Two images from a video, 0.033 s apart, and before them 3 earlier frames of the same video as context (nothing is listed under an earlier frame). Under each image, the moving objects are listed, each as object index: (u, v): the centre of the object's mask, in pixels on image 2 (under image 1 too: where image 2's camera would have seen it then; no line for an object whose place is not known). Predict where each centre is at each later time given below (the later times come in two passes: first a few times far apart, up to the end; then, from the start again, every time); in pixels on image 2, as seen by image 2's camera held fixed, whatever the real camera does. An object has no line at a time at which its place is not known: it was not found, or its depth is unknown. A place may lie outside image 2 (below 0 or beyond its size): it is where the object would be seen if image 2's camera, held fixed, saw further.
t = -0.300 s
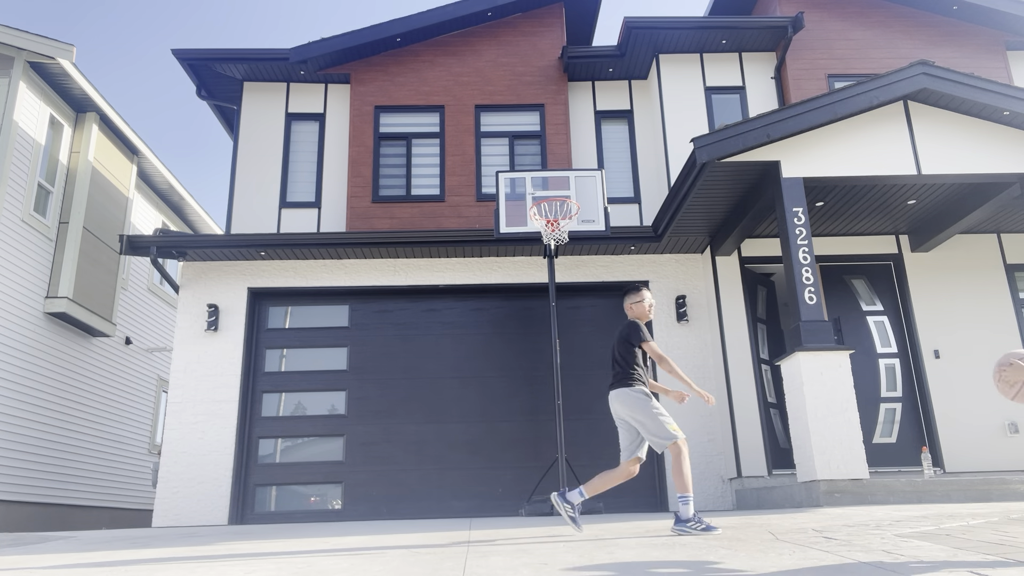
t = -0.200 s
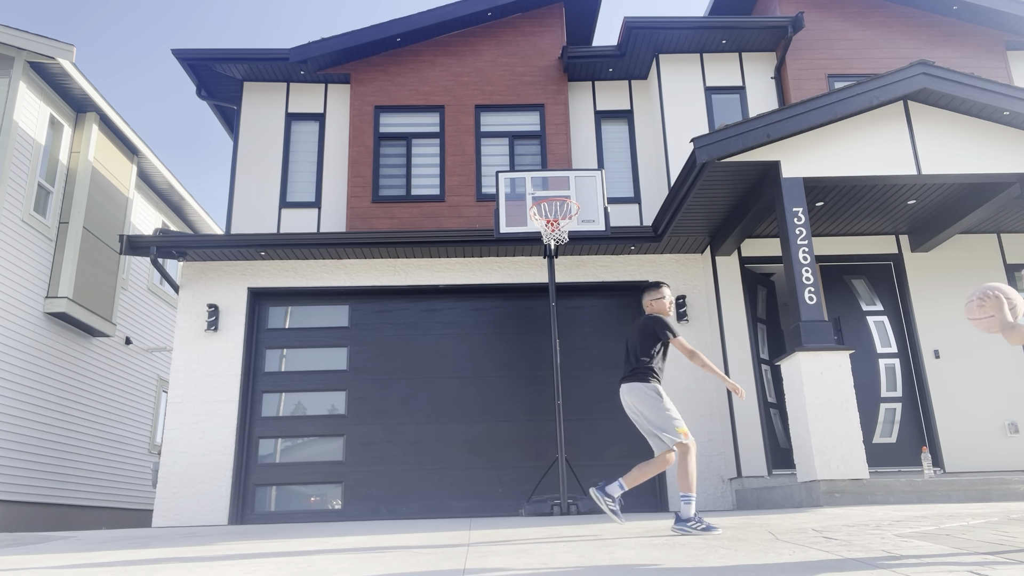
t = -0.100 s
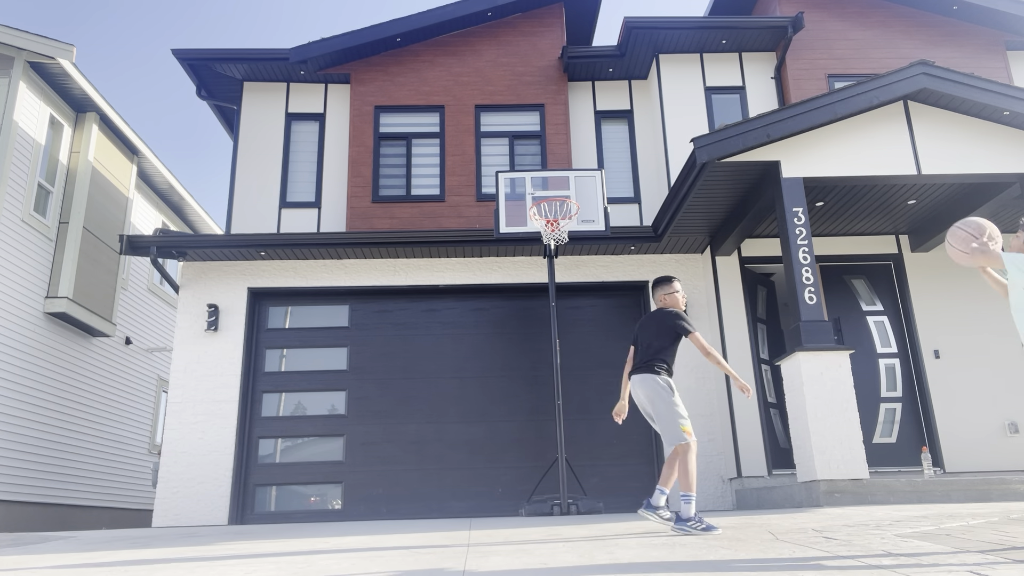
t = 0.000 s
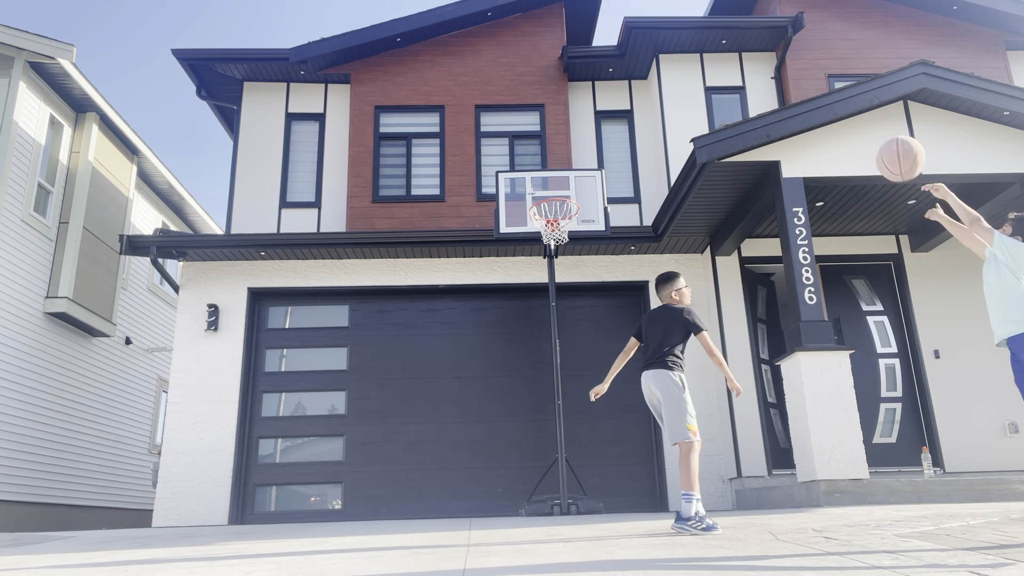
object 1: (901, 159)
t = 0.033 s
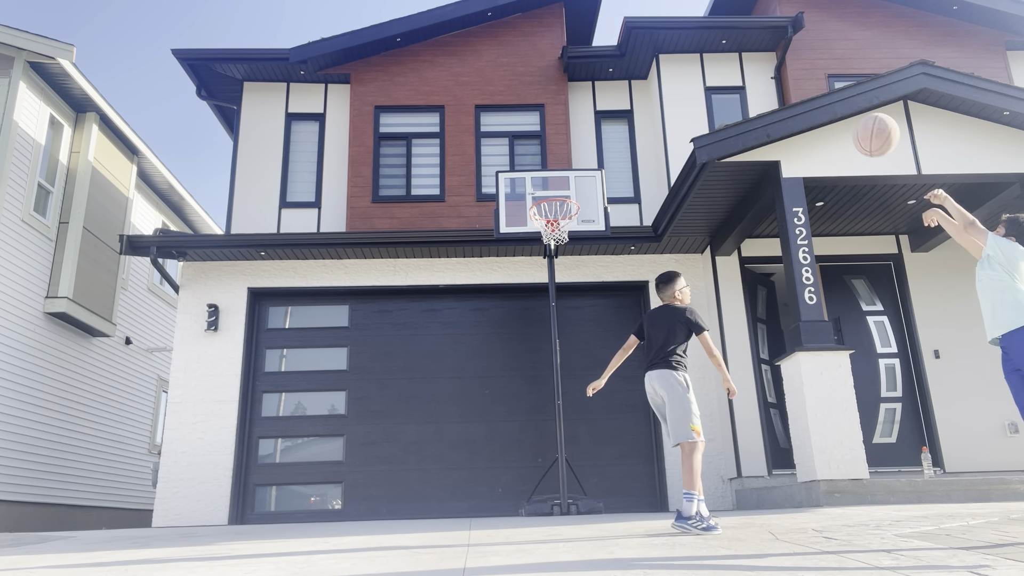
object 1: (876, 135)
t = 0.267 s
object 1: (748, 47)
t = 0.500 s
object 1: (665, 43)
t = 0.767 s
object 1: (598, 101)
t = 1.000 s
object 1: (552, 192)
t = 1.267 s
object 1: (555, 249)
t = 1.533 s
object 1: (585, 325)
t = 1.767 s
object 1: (615, 453)
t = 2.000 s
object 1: (642, 410)
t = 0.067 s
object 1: (853, 115)
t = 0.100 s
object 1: (832, 98)
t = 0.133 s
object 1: (813, 84)
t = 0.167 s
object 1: (795, 72)
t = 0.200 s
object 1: (779, 62)
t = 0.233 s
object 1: (763, 53)
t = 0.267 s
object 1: (748, 47)
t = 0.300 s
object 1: (734, 42)
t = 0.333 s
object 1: (721, 39)
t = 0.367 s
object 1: (709, 38)
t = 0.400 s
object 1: (697, 37)
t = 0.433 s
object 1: (686, 38)
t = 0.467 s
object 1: (675, 40)
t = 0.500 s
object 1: (665, 43)
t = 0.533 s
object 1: (655, 47)
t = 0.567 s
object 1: (646, 52)
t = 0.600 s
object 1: (637, 58)
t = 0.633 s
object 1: (628, 65)
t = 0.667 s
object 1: (620, 72)
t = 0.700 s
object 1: (612, 81)
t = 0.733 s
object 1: (605, 91)
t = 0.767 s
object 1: (598, 101)
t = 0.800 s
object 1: (592, 112)
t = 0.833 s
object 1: (584, 124)
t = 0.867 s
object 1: (577, 136)
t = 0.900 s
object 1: (571, 150)
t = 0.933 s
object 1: (565, 163)
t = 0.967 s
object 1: (558, 179)
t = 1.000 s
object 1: (552, 192)
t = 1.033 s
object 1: (548, 210)
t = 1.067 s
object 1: (541, 226)
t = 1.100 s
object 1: (539, 235)
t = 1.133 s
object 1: (541, 238)
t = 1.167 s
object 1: (545, 239)
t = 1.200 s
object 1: (548, 241)
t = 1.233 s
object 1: (552, 245)
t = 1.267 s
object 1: (555, 249)
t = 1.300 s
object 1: (559, 255)
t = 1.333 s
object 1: (562, 262)
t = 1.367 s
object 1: (566, 270)
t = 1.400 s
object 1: (569, 280)
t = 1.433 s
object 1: (573, 289)
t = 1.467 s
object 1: (577, 300)
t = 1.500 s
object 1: (581, 312)
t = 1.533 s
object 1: (585, 325)
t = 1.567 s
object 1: (590, 340)
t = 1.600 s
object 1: (593, 356)
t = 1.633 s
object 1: (597, 373)
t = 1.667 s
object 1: (602, 391)
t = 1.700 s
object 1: (606, 410)
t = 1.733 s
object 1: (611, 431)
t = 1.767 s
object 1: (615, 453)
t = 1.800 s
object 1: (620, 477)
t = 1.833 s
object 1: (625, 502)
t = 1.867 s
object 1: (629, 482)
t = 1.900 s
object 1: (634, 461)
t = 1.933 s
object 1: (639, 442)
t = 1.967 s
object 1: (641, 425)
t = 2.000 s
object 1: (642, 410)
